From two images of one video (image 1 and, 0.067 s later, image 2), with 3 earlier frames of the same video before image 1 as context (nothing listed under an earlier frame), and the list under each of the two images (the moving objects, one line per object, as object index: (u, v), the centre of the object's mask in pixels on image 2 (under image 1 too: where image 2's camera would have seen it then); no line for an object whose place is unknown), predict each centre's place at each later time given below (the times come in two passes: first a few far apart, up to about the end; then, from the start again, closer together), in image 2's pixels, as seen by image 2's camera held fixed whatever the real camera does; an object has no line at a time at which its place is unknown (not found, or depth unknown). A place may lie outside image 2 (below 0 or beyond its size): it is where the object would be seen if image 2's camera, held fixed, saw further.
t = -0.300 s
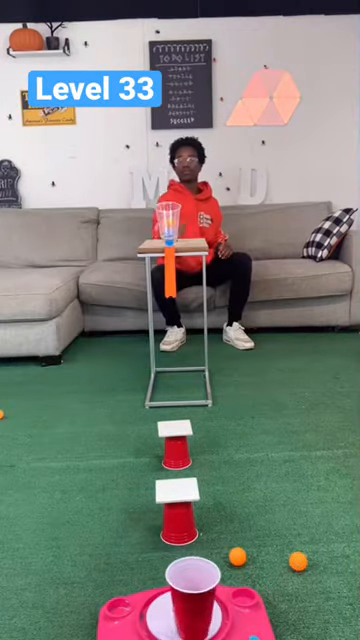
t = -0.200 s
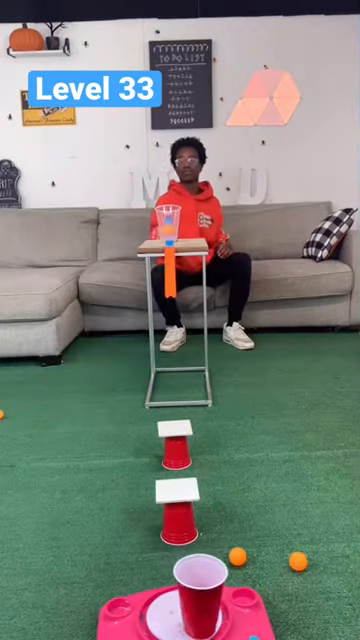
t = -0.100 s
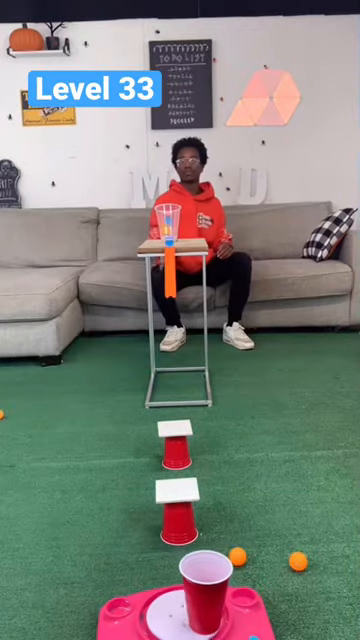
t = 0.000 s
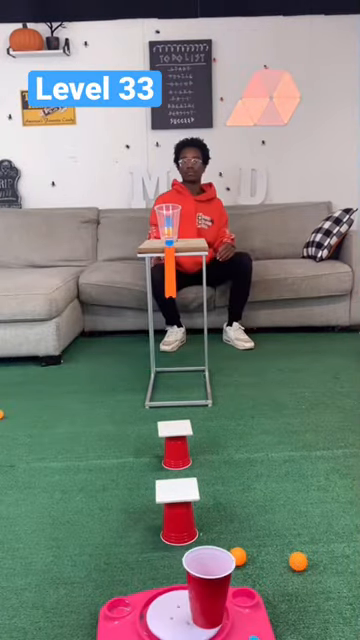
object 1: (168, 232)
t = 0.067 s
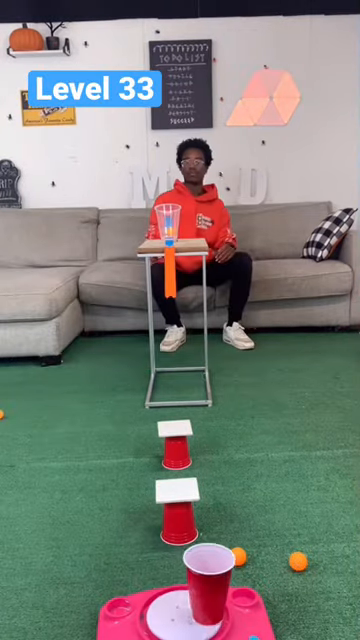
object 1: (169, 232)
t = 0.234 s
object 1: (169, 242)
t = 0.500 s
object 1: (170, 294)
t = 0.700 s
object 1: (174, 400)
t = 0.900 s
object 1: (174, 350)
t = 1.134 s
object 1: (177, 413)
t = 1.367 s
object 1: (177, 446)
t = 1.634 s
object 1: (187, 581)
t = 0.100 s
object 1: (169, 232)
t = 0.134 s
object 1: (169, 233)
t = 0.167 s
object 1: (169, 237)
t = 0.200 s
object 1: (169, 239)
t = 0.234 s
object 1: (169, 242)
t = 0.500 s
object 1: (170, 294)
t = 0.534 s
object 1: (170, 304)
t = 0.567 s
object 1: (170, 317)
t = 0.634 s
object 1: (172, 352)
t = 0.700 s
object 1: (174, 400)
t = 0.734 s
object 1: (175, 412)
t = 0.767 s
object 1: (175, 394)
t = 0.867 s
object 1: (175, 357)
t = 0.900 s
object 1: (174, 350)
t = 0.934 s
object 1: (175, 348)
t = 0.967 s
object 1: (175, 349)
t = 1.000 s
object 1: (175, 353)
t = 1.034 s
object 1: (175, 362)
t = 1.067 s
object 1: (175, 375)
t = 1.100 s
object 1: (176, 392)
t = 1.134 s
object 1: (177, 413)
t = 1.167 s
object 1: (177, 445)
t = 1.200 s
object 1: (178, 469)
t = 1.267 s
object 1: (177, 468)
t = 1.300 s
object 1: (177, 457)
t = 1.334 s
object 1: (177, 448)
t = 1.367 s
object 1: (177, 446)
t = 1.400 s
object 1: (176, 447)
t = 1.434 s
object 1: (176, 453)
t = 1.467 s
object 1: (177, 465)
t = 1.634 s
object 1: (187, 581)
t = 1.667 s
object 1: (203, 583)
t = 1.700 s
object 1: (207, 581)
